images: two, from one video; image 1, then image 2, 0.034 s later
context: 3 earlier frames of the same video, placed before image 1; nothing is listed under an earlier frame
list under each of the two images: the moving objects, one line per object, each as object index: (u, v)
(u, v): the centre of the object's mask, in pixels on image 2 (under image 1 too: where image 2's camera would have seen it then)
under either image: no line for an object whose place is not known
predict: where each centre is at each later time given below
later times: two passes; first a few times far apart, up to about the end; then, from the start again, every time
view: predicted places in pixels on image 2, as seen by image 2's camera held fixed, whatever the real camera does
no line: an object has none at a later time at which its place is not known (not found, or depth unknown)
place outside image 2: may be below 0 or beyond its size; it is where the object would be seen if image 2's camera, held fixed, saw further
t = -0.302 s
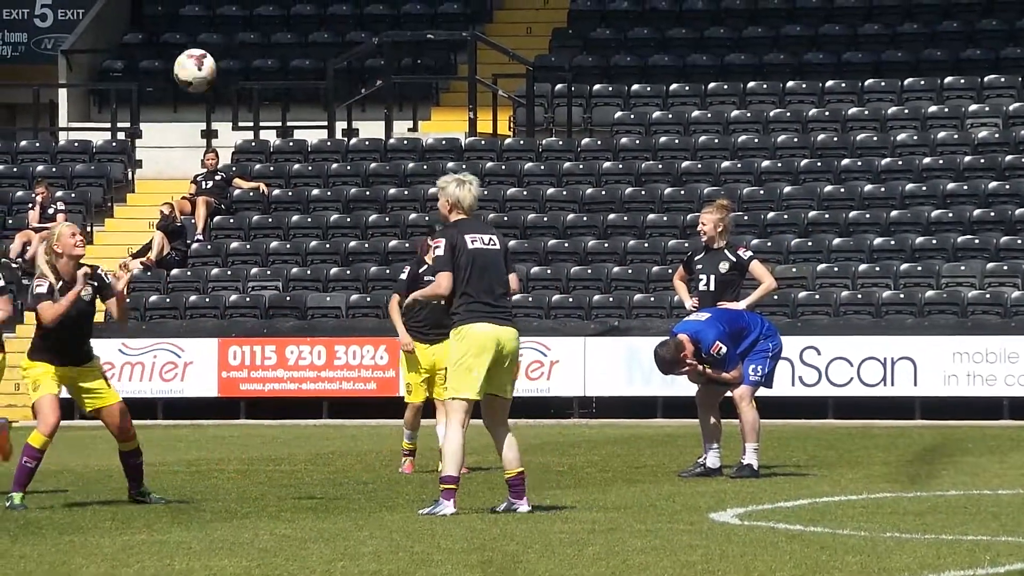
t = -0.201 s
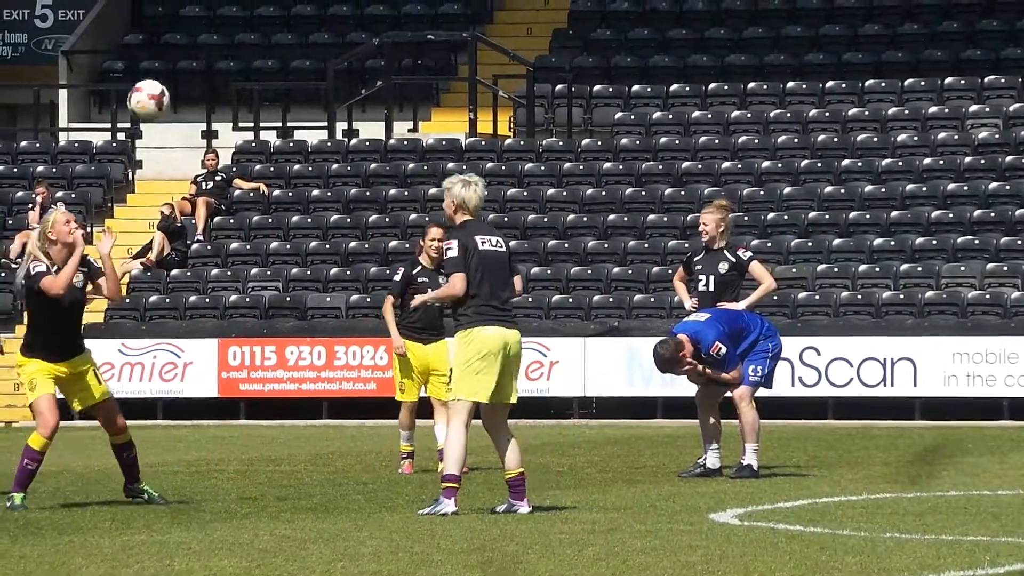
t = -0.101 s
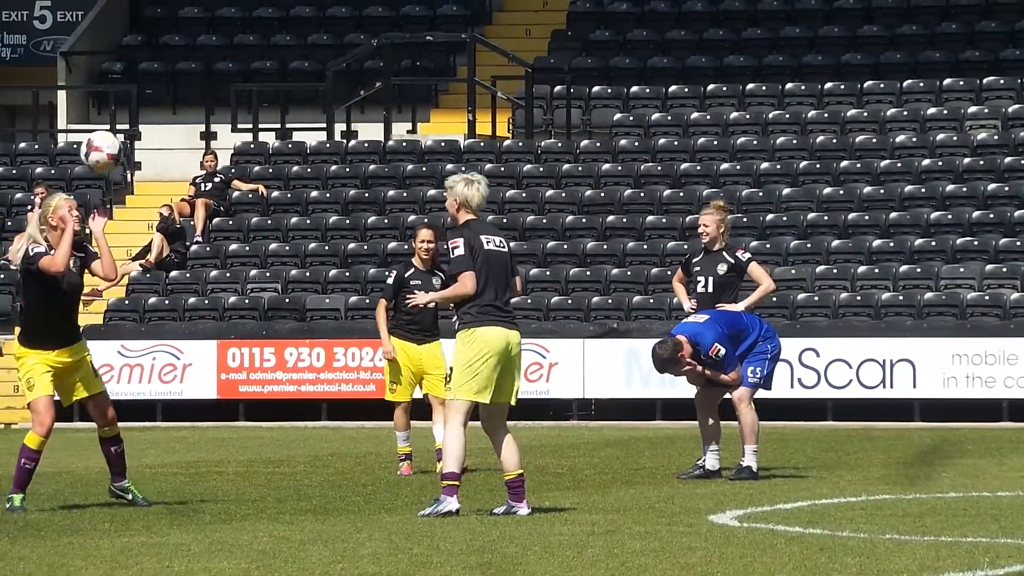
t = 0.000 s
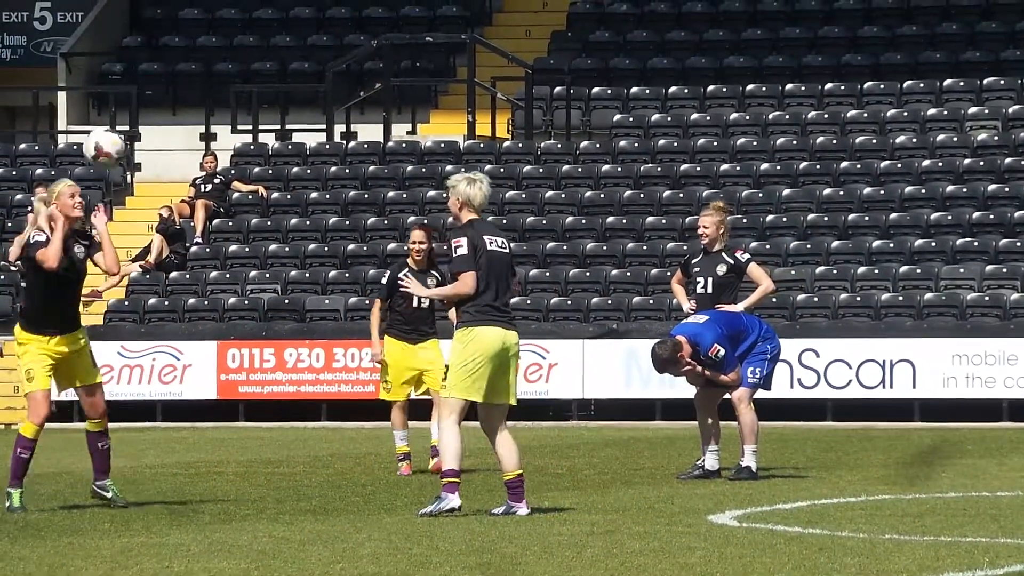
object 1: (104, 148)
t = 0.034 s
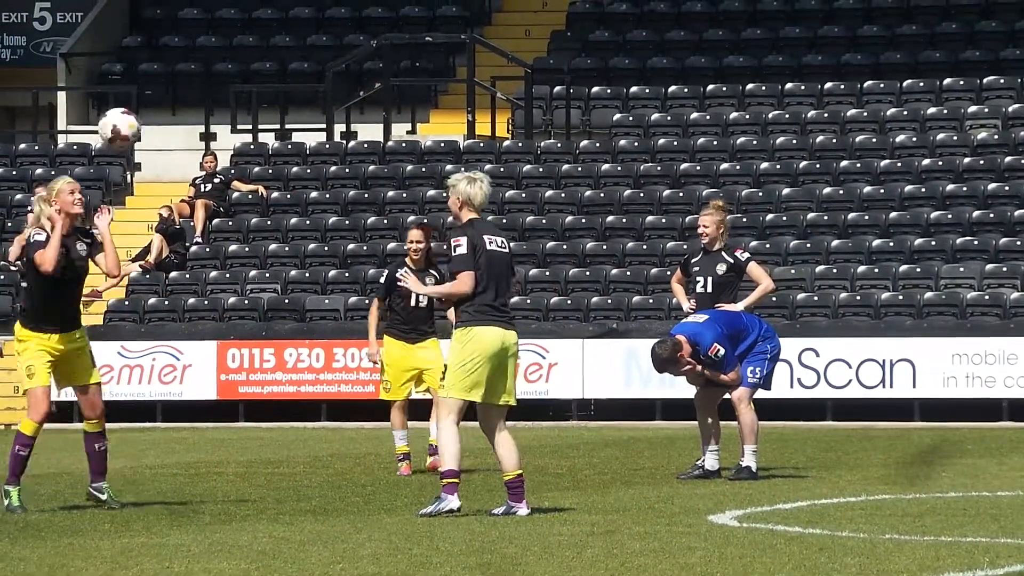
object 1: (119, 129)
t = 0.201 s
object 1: (197, 59)
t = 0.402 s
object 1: (292, 42)
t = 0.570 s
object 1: (375, 86)
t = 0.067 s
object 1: (134, 111)
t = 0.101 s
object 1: (150, 93)
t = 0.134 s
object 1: (165, 81)
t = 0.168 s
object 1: (181, 69)
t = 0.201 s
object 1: (197, 59)
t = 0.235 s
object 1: (212, 51)
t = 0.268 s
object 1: (228, 45)
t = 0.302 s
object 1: (245, 41)
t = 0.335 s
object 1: (260, 39)
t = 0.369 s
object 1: (276, 40)
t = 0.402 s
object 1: (292, 42)
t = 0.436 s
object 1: (309, 47)
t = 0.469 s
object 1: (325, 53)
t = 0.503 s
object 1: (341, 62)
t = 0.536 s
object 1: (358, 73)
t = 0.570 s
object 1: (375, 86)
